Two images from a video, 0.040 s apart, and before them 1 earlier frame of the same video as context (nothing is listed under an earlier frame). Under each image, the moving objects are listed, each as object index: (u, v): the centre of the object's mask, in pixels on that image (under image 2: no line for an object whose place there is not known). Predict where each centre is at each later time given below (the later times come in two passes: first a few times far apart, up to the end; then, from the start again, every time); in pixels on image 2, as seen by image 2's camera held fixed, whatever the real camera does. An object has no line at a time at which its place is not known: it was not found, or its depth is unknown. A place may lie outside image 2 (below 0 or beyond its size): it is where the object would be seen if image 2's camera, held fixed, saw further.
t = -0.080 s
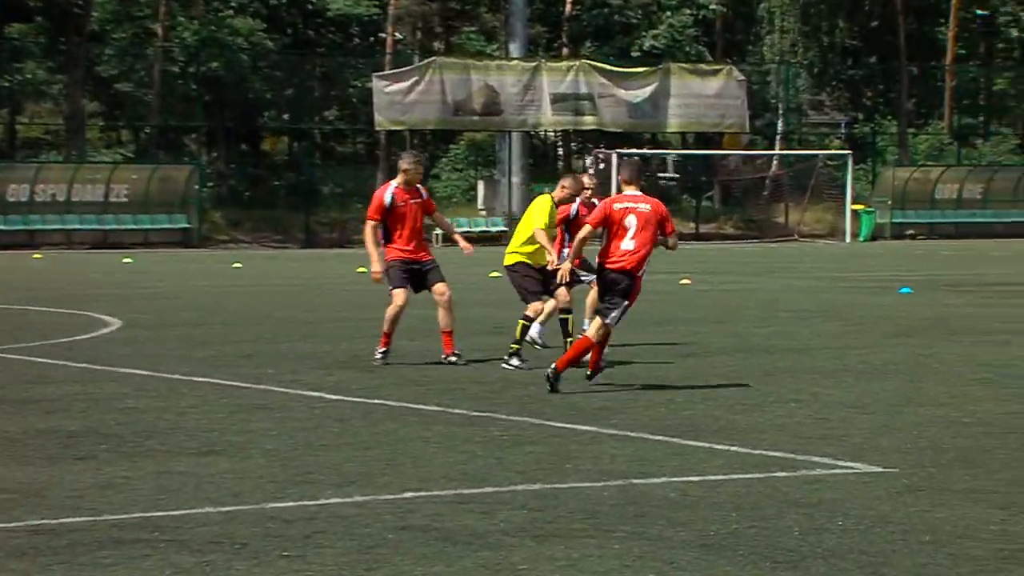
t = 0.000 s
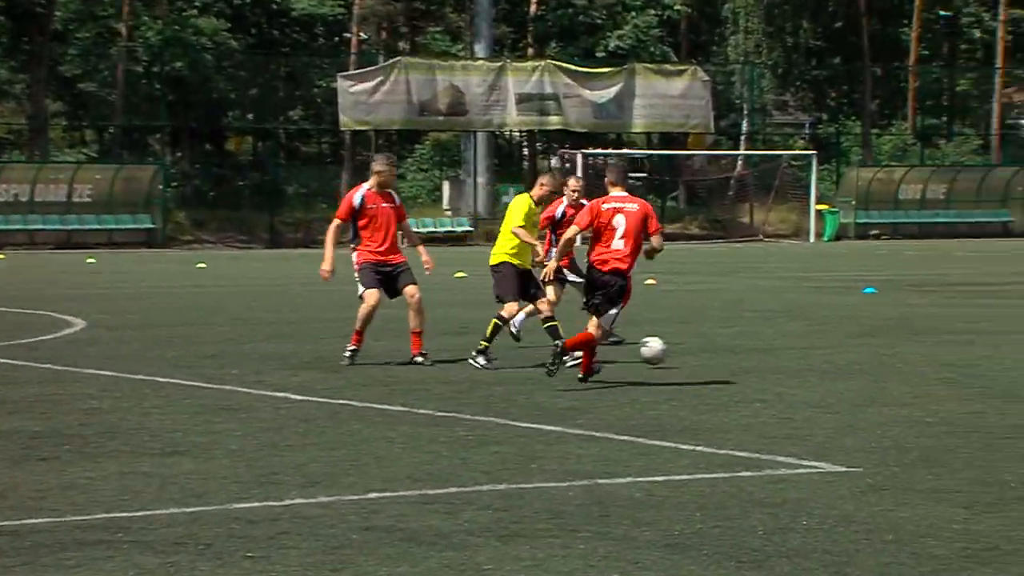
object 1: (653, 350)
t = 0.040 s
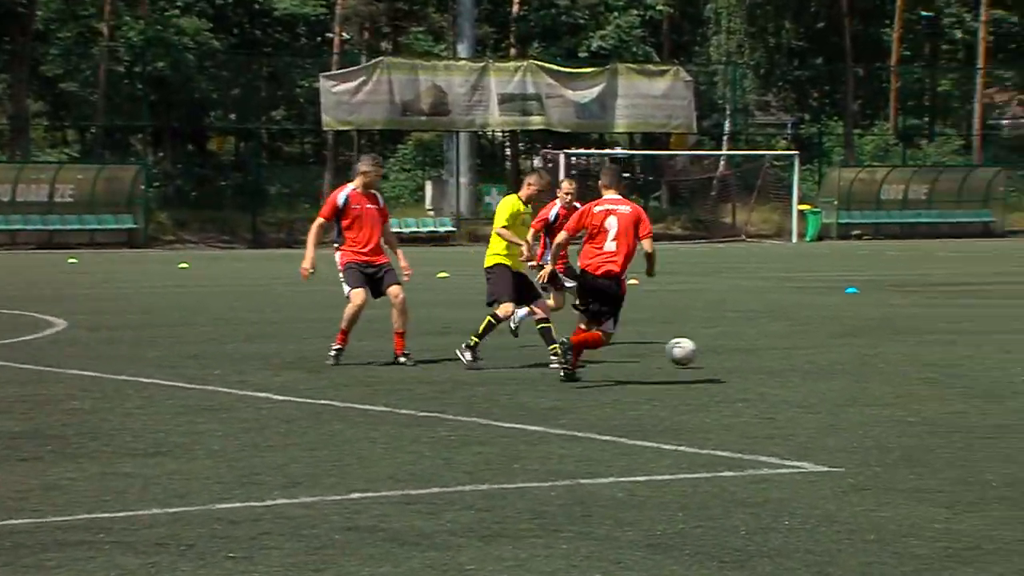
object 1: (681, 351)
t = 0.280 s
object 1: (932, 356)
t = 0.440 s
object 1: (1073, 358)
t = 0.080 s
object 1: (727, 354)
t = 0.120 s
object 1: (771, 353)
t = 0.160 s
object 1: (812, 352)
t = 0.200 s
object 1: (853, 353)
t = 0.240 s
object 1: (895, 357)
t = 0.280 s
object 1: (932, 356)
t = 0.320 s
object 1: (969, 356)
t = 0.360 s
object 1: (1006, 358)
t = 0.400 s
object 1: (1040, 358)
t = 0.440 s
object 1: (1073, 358)
